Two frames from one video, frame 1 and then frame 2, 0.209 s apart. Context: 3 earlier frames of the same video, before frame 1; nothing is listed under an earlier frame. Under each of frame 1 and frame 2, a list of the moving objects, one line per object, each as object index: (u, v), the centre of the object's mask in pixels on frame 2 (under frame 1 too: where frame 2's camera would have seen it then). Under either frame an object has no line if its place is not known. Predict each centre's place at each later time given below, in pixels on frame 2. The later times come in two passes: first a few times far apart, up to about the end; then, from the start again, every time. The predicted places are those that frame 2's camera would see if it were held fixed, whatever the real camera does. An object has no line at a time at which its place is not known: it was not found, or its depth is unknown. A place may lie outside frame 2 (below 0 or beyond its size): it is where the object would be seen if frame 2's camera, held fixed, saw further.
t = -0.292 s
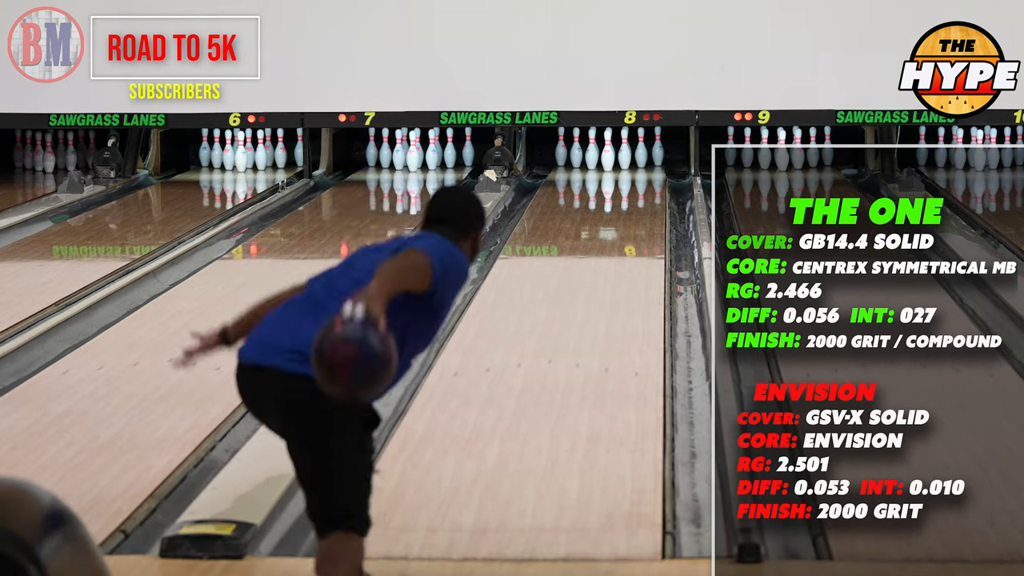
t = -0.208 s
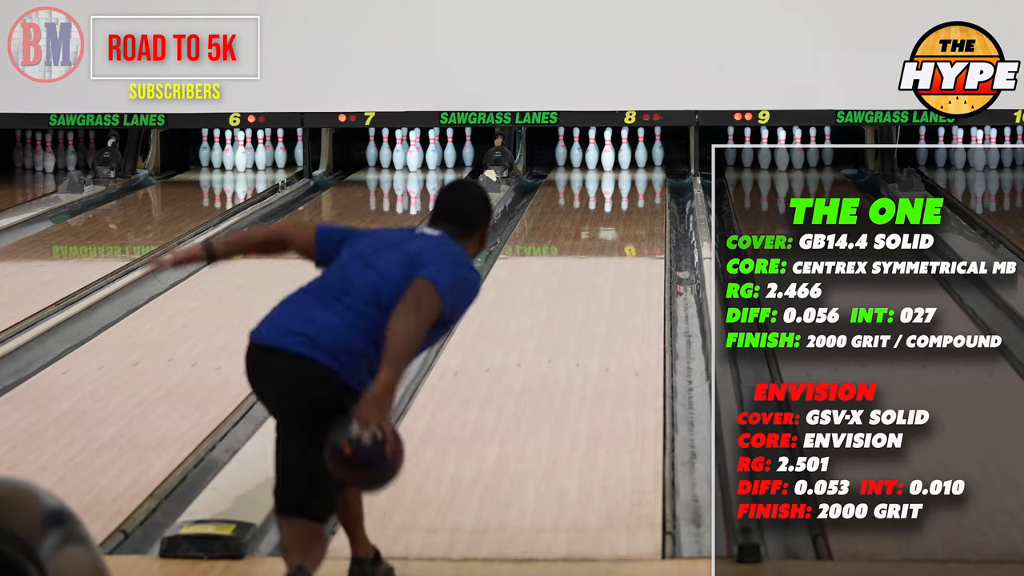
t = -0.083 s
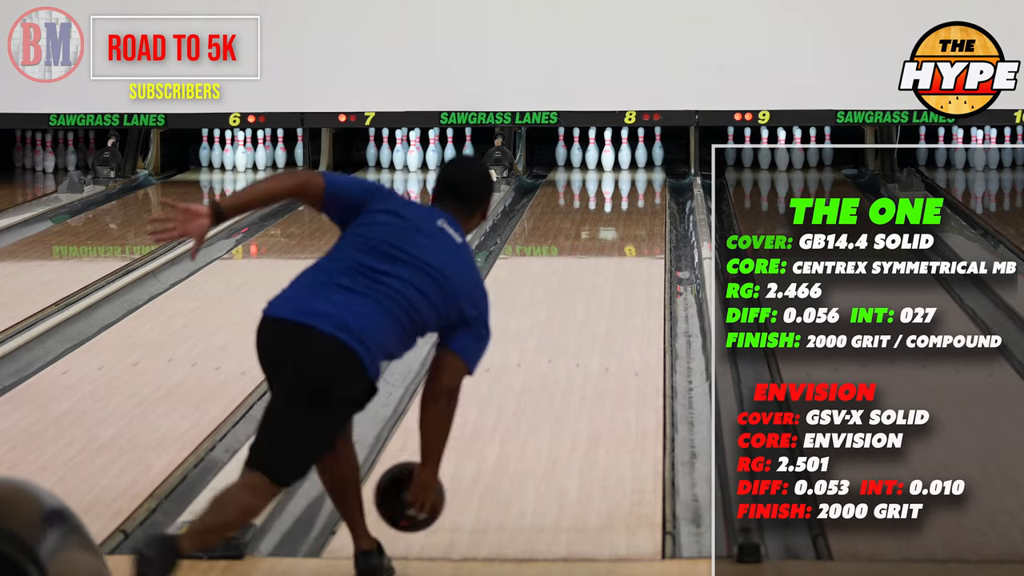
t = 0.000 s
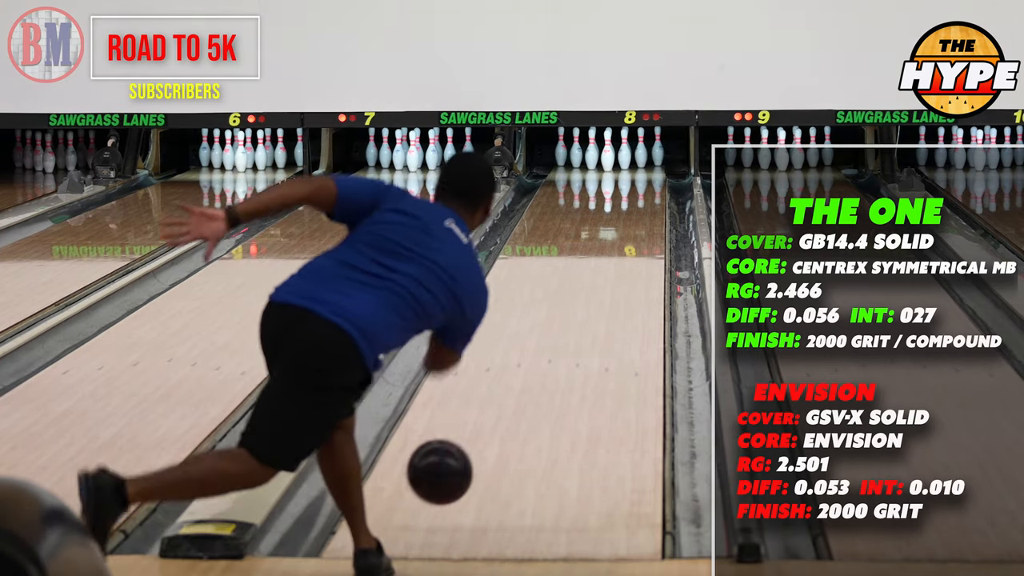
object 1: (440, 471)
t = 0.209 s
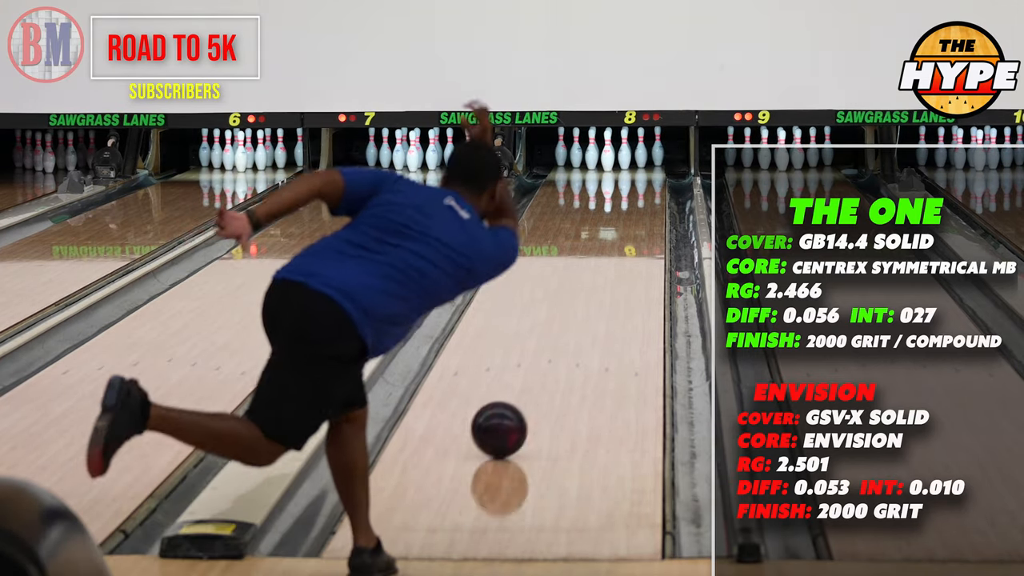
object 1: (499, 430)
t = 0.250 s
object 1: (509, 416)
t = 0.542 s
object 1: (563, 343)
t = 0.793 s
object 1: (596, 297)
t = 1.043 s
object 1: (620, 262)
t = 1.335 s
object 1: (640, 229)
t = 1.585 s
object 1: (649, 207)
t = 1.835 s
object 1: (648, 190)
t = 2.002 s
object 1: (641, 181)
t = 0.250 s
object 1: (509, 416)
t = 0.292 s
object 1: (518, 404)
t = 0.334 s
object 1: (526, 392)
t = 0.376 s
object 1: (535, 381)
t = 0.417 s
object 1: (542, 371)
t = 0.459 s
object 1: (549, 361)
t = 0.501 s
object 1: (556, 352)
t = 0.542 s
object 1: (563, 343)
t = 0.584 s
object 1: (569, 334)
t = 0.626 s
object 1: (575, 326)
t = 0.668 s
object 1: (581, 319)
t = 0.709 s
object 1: (586, 311)
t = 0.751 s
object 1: (591, 304)
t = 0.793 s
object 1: (596, 297)
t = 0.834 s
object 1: (601, 291)
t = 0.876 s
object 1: (605, 284)
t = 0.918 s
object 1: (609, 279)
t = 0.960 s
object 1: (613, 273)
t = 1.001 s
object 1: (617, 267)
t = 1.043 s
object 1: (620, 262)
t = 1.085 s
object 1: (624, 257)
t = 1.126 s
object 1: (627, 252)
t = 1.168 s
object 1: (630, 247)
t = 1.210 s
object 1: (633, 242)
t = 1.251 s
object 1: (636, 238)
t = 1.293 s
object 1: (638, 234)
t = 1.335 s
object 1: (640, 229)
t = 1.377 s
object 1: (642, 225)
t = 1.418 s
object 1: (644, 222)
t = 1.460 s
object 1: (646, 218)
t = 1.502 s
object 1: (647, 215)
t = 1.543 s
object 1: (648, 211)
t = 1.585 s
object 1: (649, 207)
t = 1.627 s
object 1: (650, 204)
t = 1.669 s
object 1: (650, 201)
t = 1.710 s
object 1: (650, 198)
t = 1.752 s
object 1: (650, 195)
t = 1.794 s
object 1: (649, 193)
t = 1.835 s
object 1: (648, 190)
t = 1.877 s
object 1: (647, 187)
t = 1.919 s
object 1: (646, 185)
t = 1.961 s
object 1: (644, 183)
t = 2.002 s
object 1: (641, 181)
